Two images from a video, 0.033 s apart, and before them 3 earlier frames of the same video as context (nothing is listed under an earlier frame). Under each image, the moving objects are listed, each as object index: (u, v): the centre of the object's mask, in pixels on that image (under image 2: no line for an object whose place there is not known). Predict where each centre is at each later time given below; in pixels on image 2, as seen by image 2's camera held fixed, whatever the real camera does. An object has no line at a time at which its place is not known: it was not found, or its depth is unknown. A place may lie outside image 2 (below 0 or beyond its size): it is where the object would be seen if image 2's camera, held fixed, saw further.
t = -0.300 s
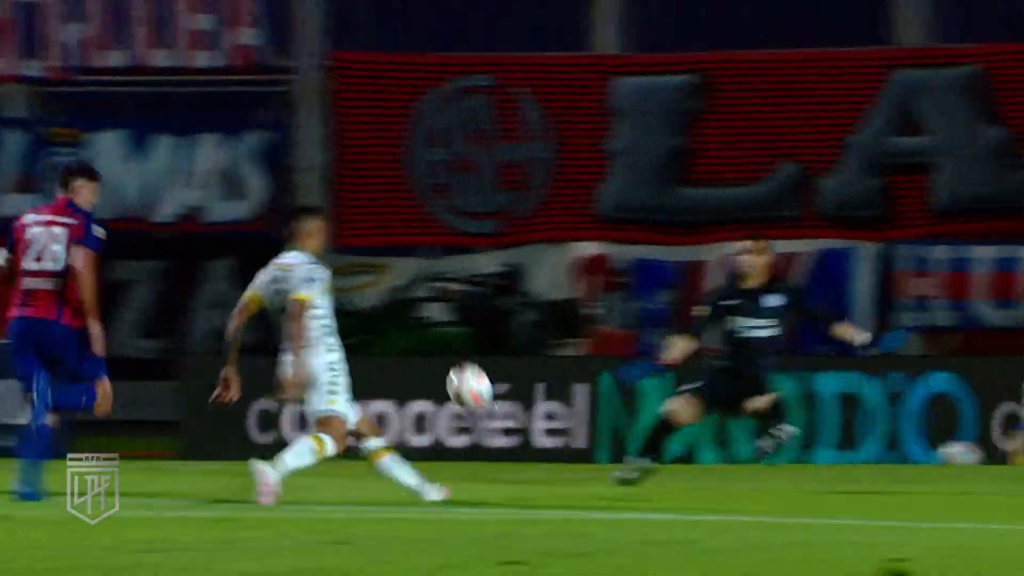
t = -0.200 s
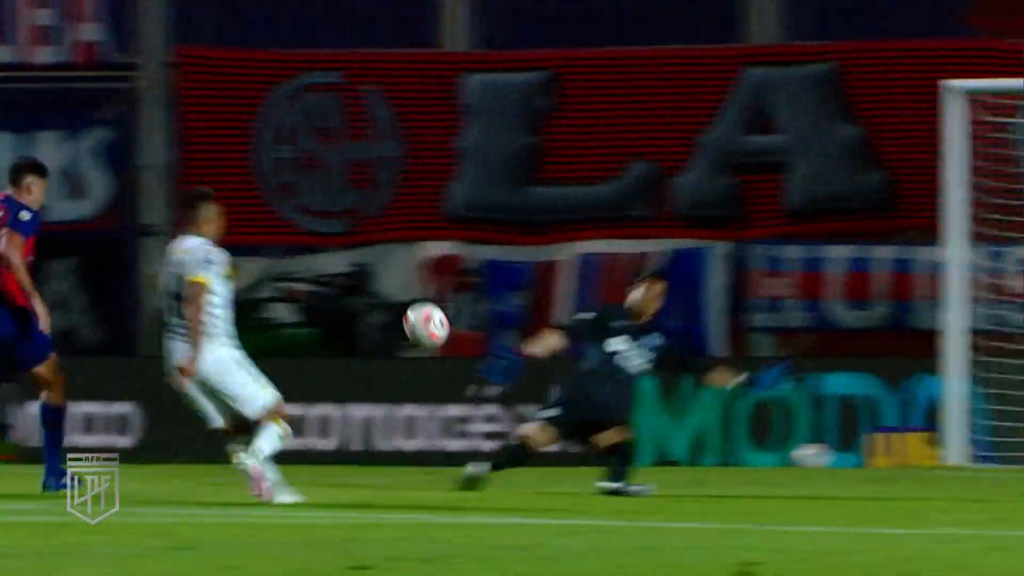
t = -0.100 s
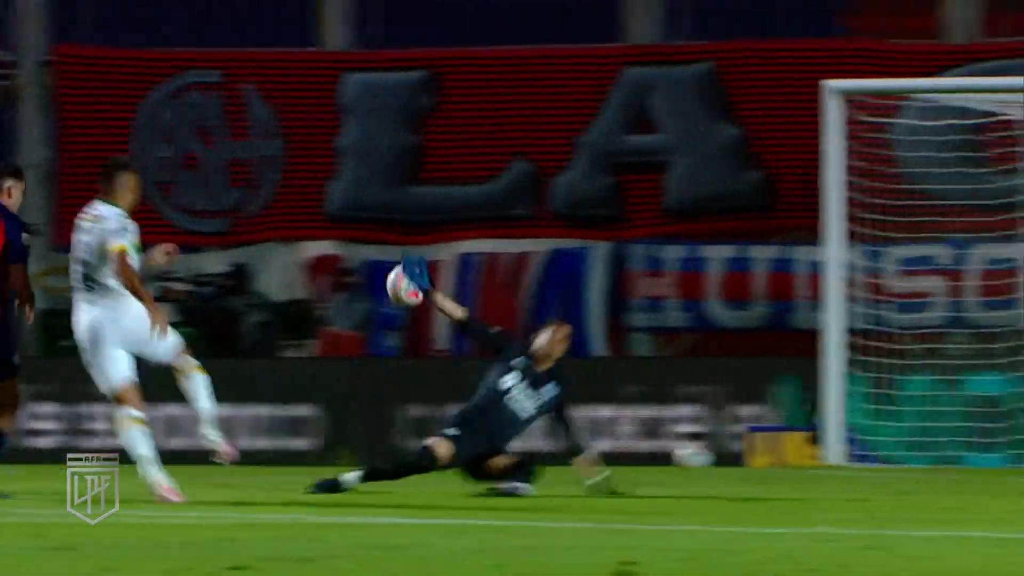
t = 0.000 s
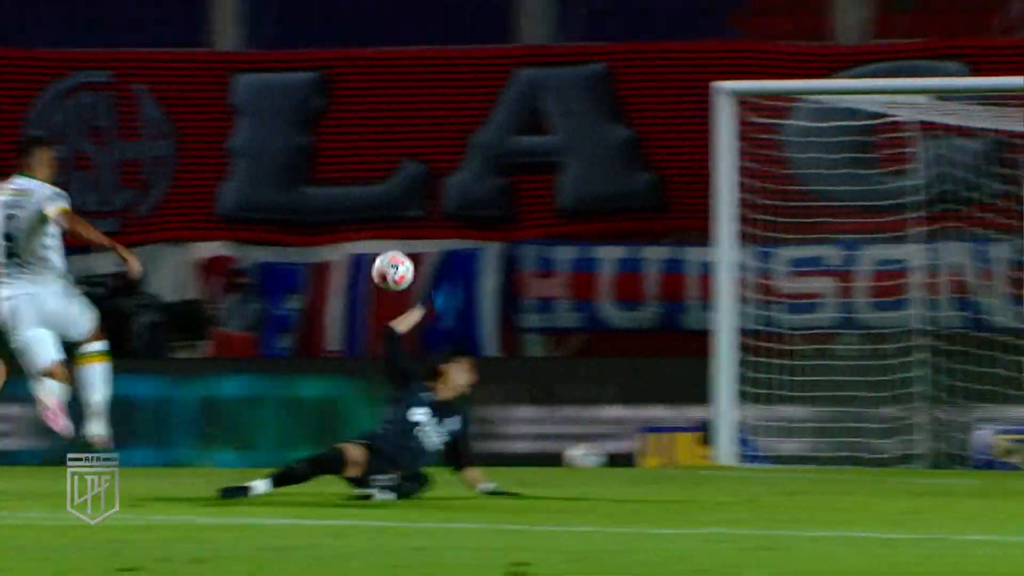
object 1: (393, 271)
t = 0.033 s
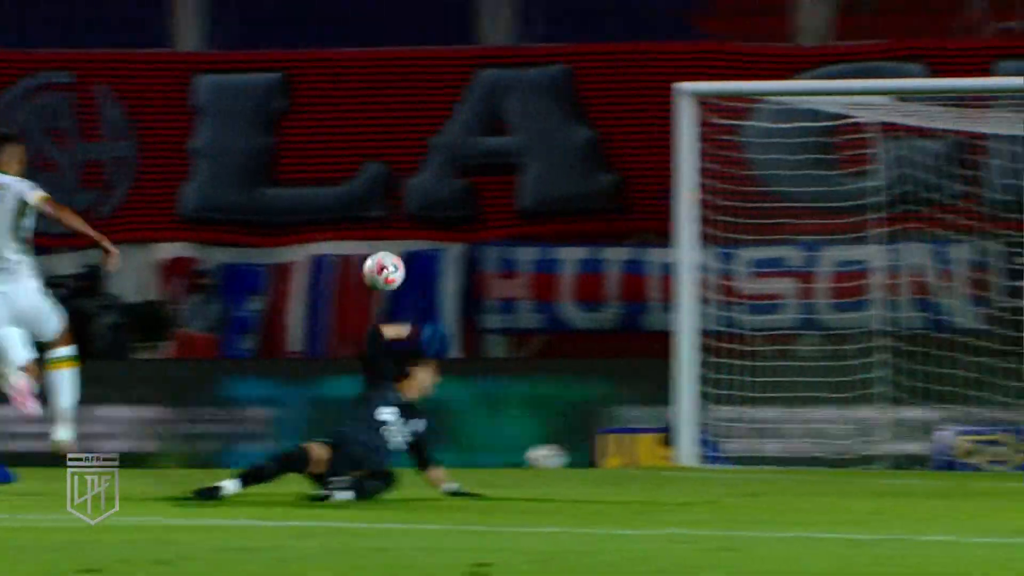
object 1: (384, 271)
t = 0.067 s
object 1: (414, 275)
